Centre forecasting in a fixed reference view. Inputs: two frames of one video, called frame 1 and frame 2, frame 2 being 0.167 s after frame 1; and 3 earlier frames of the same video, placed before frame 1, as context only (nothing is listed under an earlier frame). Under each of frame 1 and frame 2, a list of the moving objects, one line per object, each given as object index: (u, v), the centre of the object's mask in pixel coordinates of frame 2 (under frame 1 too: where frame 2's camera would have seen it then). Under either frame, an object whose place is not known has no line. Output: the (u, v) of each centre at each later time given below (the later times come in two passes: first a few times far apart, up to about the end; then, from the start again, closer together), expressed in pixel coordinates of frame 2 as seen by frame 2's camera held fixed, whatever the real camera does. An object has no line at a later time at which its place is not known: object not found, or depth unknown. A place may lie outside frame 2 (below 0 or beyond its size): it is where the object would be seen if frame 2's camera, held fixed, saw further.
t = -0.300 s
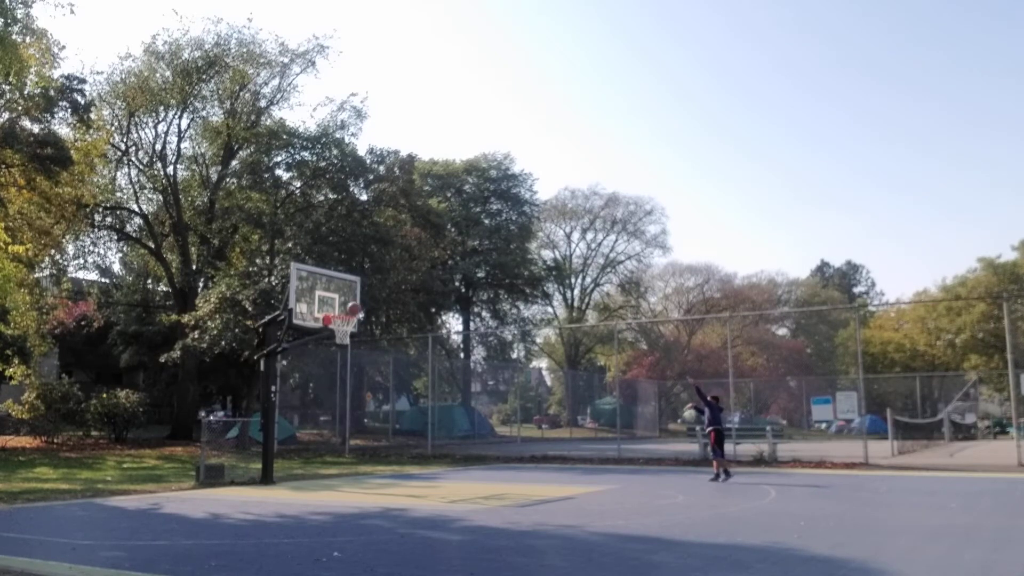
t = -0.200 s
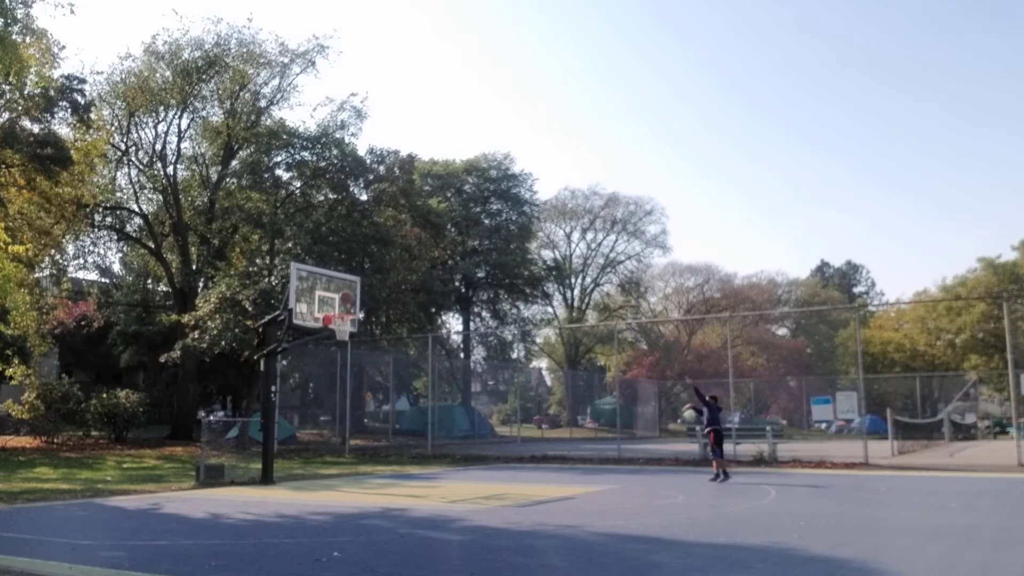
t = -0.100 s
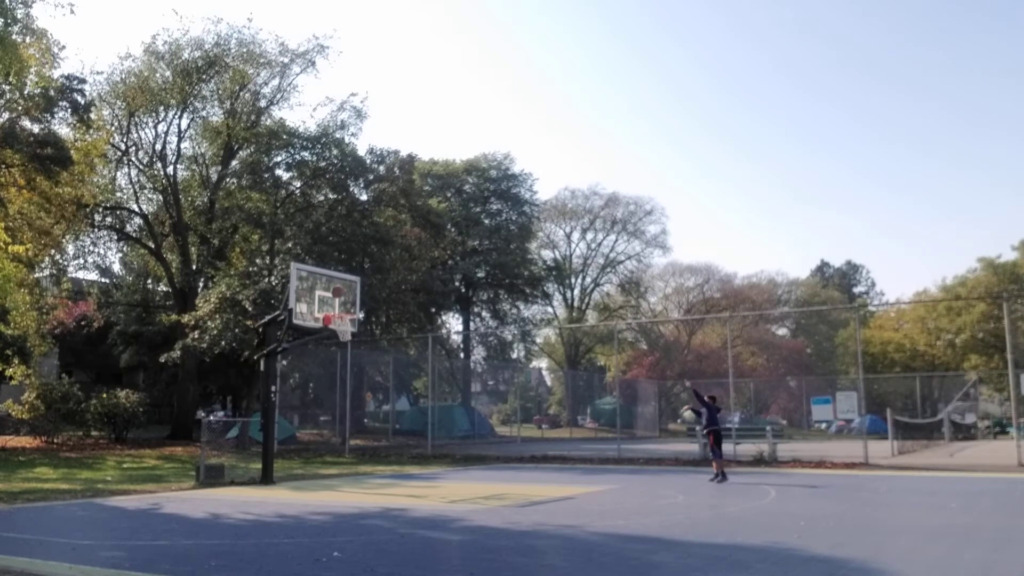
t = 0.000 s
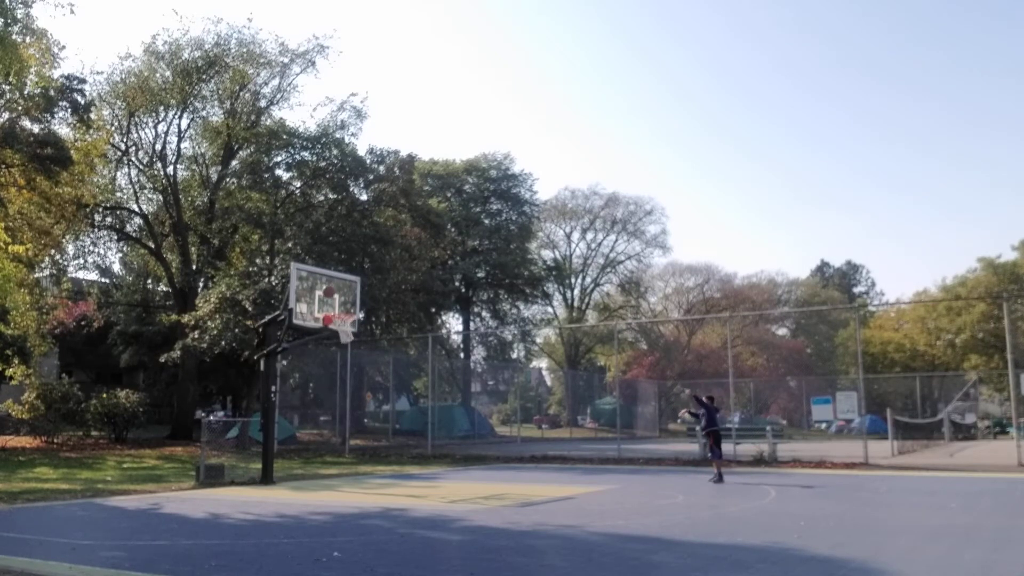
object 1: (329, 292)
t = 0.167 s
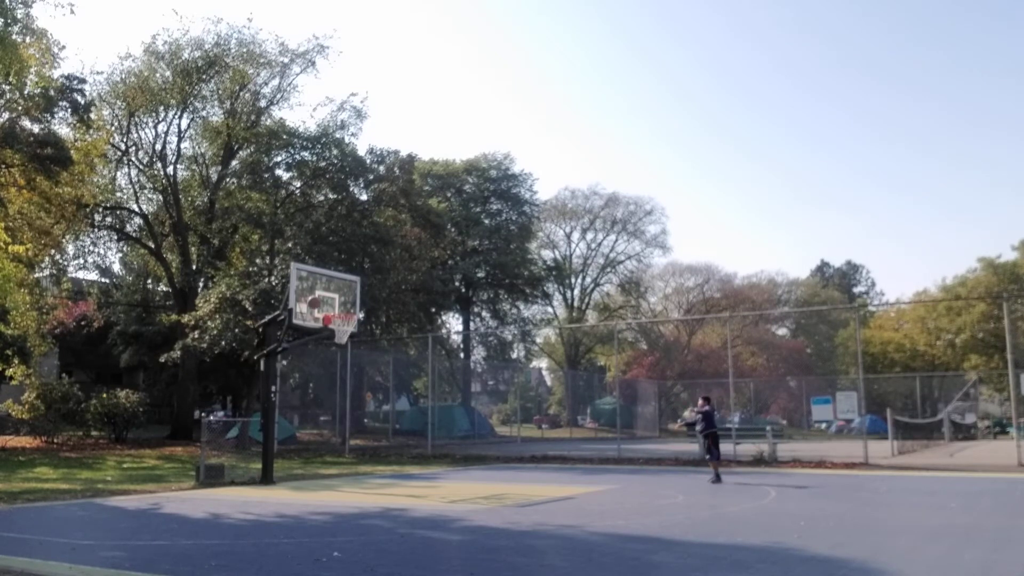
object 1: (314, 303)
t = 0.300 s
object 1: (304, 322)
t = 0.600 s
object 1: (303, 376)
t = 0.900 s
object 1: (300, 488)
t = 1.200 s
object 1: (299, 410)
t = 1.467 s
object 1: (297, 384)
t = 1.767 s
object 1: (293, 409)
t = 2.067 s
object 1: (286, 498)
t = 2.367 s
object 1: (285, 435)
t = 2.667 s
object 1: (281, 436)
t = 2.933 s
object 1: (276, 498)
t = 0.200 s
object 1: (311, 307)
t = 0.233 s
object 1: (308, 312)
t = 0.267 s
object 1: (305, 318)
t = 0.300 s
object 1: (304, 322)
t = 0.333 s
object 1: (304, 325)
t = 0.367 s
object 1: (304, 329)
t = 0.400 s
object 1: (304, 333)
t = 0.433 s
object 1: (304, 339)
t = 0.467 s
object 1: (303, 345)
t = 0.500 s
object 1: (303, 351)
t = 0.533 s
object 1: (303, 359)
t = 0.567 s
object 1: (303, 367)
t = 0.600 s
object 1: (303, 376)
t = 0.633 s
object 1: (303, 386)
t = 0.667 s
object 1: (302, 396)
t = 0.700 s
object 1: (302, 407)
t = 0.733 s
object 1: (302, 419)
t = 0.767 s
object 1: (301, 432)
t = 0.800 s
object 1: (301, 445)
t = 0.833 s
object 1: (301, 458)
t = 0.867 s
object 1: (300, 473)
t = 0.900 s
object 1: (300, 488)
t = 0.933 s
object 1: (300, 478)
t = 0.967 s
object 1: (300, 466)
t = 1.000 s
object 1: (300, 456)
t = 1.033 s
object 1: (300, 448)
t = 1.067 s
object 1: (300, 439)
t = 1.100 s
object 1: (300, 431)
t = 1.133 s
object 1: (300, 422)
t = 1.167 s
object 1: (300, 416)
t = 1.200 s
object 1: (299, 410)
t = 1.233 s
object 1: (299, 404)
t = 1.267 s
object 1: (299, 399)
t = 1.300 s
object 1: (299, 395)
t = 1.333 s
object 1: (298, 392)
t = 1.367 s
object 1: (298, 389)
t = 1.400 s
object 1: (298, 386)
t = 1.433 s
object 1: (297, 385)
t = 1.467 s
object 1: (297, 384)
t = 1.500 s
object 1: (297, 384)
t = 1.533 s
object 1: (296, 385)
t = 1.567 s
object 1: (296, 386)
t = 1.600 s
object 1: (295, 388)
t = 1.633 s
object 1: (295, 391)
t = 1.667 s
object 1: (294, 395)
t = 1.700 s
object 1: (294, 399)
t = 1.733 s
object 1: (293, 404)
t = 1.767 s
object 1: (293, 409)
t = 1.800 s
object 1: (292, 416)
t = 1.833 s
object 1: (291, 423)
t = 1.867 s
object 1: (290, 432)
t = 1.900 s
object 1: (290, 442)
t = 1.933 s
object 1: (289, 451)
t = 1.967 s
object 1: (288, 462)
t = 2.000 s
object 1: (287, 475)
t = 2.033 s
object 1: (287, 488)
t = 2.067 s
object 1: (286, 498)
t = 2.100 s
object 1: (286, 486)
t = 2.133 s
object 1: (285, 478)
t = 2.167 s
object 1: (285, 469)
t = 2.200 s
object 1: (285, 461)
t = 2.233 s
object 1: (285, 454)
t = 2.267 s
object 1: (286, 449)
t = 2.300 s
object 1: (285, 444)
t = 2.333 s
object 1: (285, 439)
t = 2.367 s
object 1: (285, 435)
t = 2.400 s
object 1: (285, 432)
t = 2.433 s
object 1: (284, 430)
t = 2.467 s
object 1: (284, 428)
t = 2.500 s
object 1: (284, 428)
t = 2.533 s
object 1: (284, 428)
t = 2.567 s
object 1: (283, 429)
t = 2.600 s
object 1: (282, 431)
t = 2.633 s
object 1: (282, 433)
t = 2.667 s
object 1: (281, 436)
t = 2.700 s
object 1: (280, 441)
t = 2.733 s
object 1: (280, 446)
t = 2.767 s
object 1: (279, 452)
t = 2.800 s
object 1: (278, 459)
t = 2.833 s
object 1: (277, 467)
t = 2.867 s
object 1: (277, 477)
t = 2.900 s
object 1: (276, 487)
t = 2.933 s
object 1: (276, 498)
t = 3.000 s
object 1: (275, 495)
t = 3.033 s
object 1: (274, 487)
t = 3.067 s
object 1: (273, 480)
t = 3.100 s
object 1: (273, 474)
